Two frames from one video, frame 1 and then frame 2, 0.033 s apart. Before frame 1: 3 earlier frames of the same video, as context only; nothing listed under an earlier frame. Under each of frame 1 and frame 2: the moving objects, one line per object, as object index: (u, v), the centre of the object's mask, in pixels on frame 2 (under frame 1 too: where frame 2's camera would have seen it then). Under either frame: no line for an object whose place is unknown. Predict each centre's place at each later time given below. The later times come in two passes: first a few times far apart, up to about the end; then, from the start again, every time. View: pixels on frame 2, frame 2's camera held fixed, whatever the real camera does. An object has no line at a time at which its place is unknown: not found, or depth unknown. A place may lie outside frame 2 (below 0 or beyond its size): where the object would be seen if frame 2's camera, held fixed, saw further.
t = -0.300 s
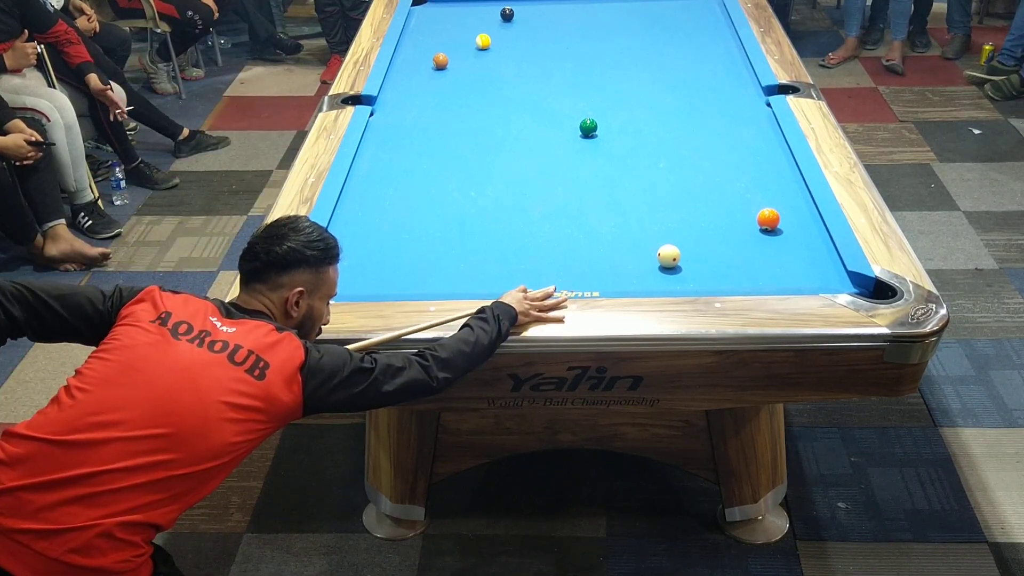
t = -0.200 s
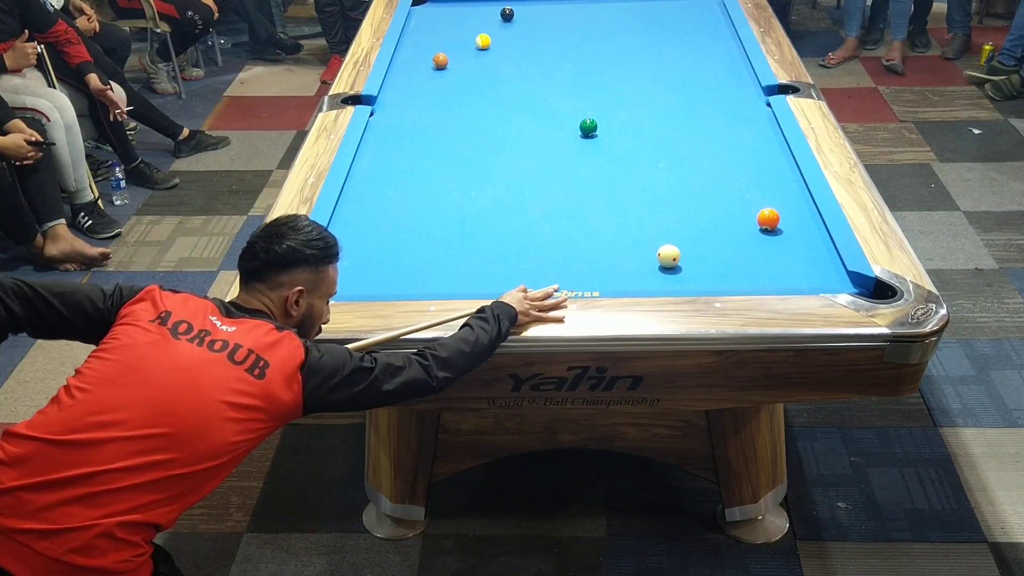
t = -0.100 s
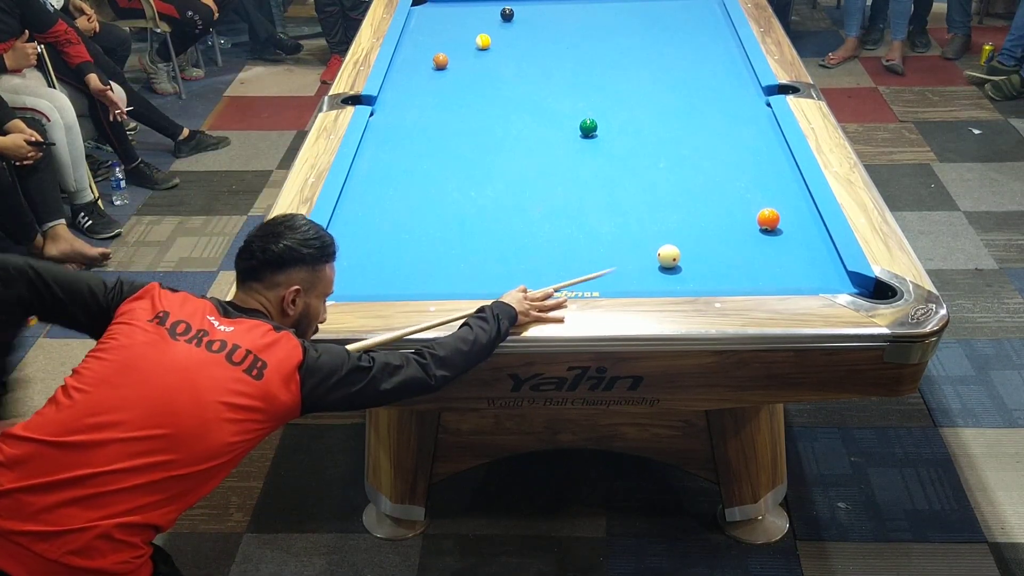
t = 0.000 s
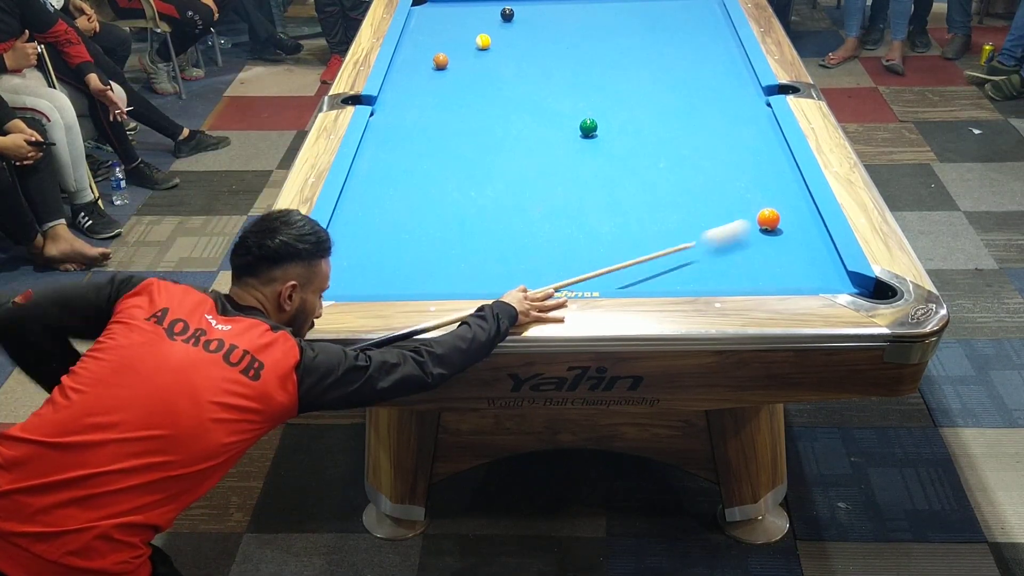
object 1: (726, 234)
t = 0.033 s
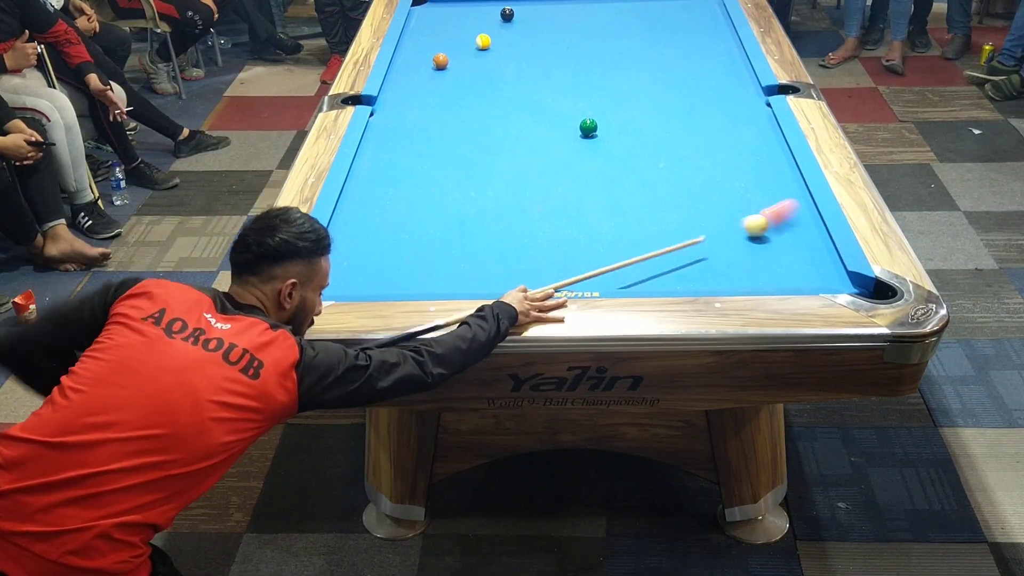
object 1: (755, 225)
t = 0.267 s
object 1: (806, 230)
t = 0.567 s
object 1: (769, 226)
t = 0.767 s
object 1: (737, 224)
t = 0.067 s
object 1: (761, 226)
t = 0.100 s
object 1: (767, 228)
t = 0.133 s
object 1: (773, 229)
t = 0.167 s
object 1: (781, 230)
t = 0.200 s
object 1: (788, 230)
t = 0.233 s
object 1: (797, 230)
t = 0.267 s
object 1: (806, 230)
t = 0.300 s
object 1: (814, 229)
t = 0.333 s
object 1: (810, 229)
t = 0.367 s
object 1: (804, 229)
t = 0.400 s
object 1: (798, 228)
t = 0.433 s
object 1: (792, 228)
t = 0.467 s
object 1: (786, 227)
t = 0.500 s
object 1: (781, 227)
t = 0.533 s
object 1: (775, 227)
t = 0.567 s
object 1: (769, 226)
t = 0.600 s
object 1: (764, 226)
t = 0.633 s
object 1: (758, 225)
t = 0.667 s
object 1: (753, 225)
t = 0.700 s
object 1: (747, 225)
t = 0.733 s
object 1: (742, 225)
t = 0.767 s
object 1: (737, 224)
